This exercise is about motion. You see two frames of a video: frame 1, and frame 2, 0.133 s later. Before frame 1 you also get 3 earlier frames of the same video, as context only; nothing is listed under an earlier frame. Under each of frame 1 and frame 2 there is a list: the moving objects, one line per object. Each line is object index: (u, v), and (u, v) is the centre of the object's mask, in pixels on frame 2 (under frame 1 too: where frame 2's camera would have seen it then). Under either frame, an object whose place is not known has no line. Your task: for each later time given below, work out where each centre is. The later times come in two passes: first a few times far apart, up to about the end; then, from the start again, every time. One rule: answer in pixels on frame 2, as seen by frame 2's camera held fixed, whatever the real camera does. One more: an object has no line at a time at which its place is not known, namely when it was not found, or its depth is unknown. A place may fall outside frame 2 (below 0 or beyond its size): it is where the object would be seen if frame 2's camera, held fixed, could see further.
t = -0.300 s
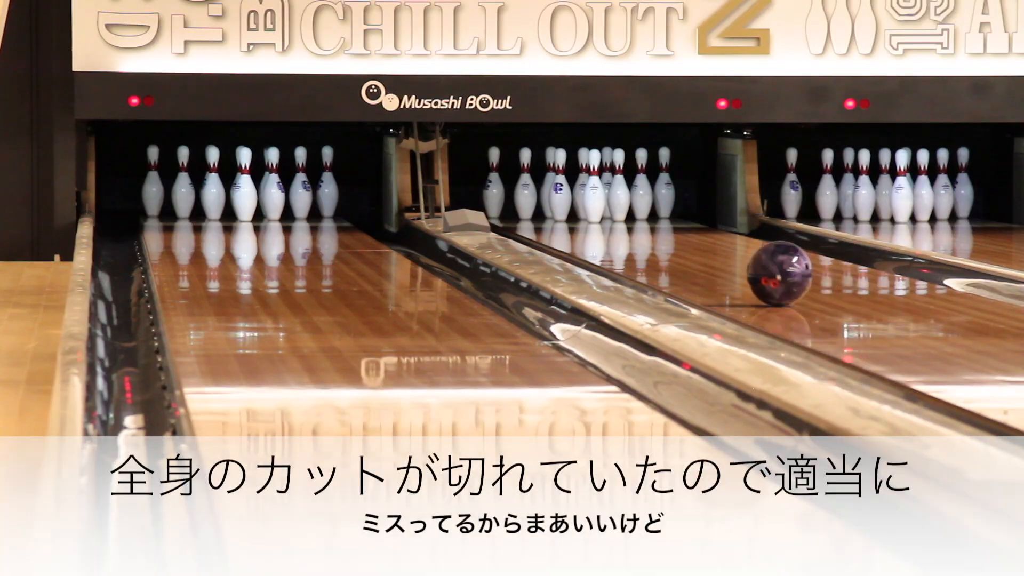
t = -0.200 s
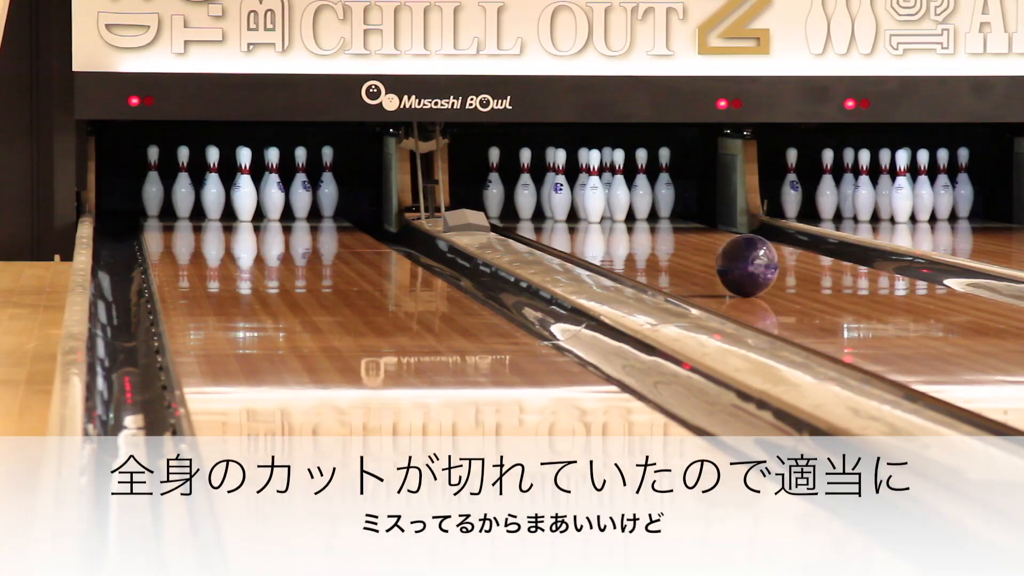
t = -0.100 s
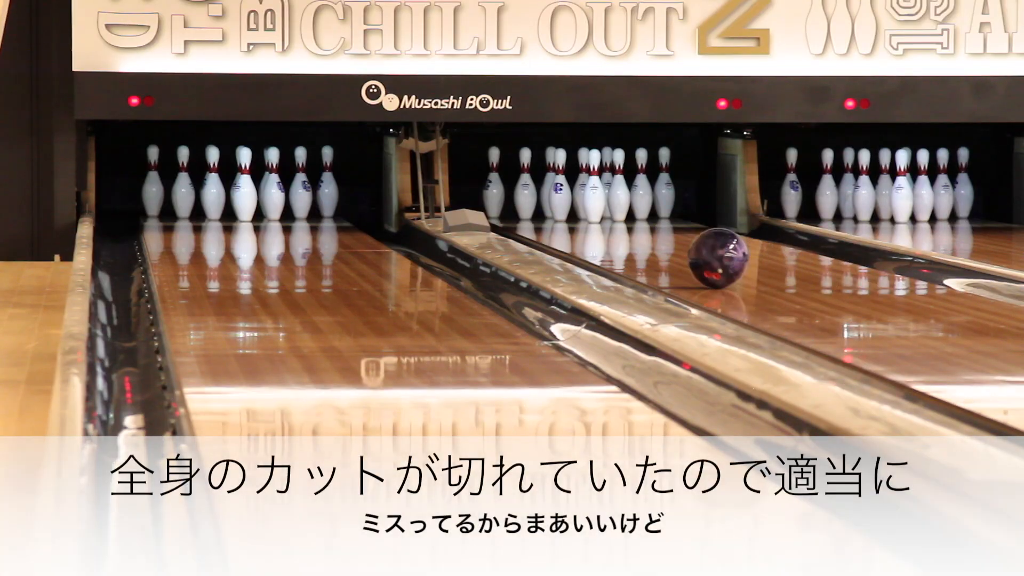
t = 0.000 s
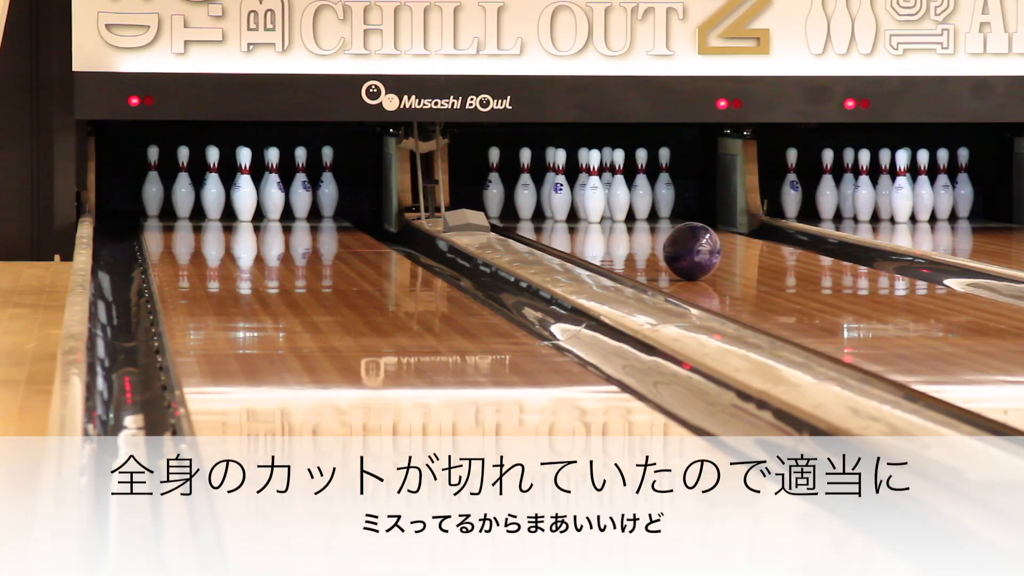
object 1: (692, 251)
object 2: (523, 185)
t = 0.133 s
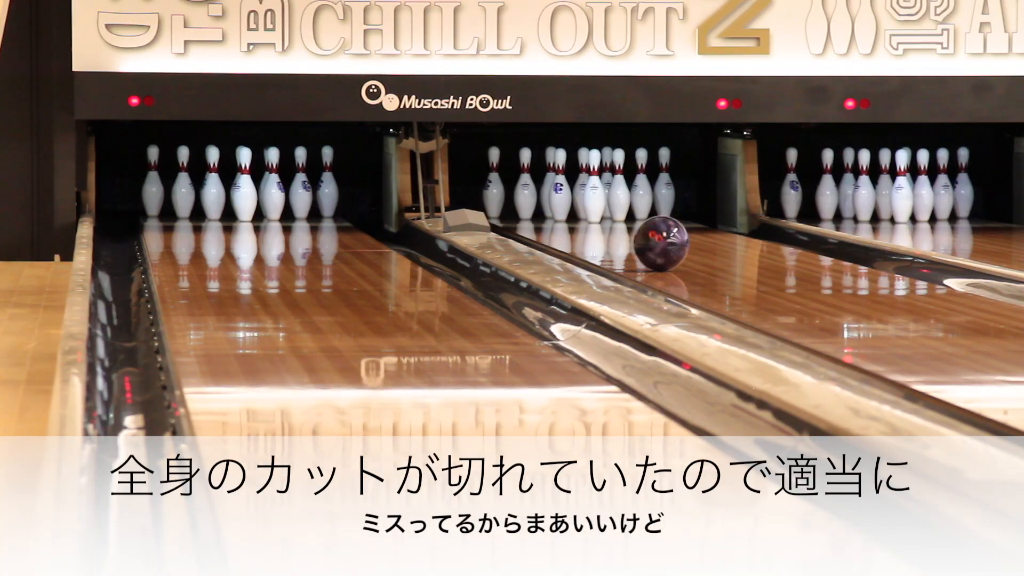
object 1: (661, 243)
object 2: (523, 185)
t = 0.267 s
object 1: (635, 236)
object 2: (523, 185)
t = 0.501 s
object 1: (601, 225)
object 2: (523, 185)
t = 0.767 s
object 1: (581, 215)
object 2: (523, 185)
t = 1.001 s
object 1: (571, 207)
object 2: (523, 185)
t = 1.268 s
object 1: (551, 199)
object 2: (524, 185)
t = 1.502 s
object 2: (475, 195)
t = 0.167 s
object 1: (654, 242)
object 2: (523, 185)
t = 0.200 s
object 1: (648, 240)
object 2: (523, 185)
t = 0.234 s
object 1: (641, 238)
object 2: (523, 185)
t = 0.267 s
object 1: (635, 236)
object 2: (523, 185)
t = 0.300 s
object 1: (629, 234)
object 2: (523, 185)
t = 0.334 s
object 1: (623, 233)
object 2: (523, 185)
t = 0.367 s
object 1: (618, 231)
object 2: (523, 185)
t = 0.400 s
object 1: (613, 229)
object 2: (523, 185)
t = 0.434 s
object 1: (609, 228)
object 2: (523, 185)
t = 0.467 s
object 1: (605, 226)
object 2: (523, 185)
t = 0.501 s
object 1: (601, 225)
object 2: (523, 185)
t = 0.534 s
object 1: (598, 224)
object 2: (523, 185)
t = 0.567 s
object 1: (595, 223)
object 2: (523, 185)
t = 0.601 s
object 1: (592, 221)
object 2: (523, 185)
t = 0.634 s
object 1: (588, 220)
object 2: (523, 185)
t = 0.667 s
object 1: (586, 219)
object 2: (523, 185)
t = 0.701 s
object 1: (584, 217)
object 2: (523, 185)
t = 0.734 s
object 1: (582, 216)
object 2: (523, 185)
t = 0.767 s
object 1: (581, 215)
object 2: (523, 185)
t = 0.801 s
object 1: (580, 214)
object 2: (523, 185)
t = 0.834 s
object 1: (578, 213)
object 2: (523, 185)
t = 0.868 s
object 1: (577, 212)
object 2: (523, 185)
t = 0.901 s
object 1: (575, 210)
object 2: (523, 185)
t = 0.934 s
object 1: (574, 210)
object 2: (523, 185)
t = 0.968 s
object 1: (573, 208)
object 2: (523, 185)
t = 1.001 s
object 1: (571, 207)
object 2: (523, 185)
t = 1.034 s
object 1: (570, 206)
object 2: (523, 185)
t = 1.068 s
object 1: (569, 204)
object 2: (523, 185)
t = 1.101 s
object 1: (568, 203)
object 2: (523, 185)
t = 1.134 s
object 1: (566, 203)
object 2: (523, 185)
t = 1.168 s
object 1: (564, 202)
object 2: (523, 185)
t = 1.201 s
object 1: (559, 201)
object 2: (523, 185)
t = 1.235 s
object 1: (556, 200)
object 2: (523, 184)
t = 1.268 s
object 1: (551, 199)
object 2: (524, 185)
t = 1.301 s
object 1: (551, 198)
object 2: (512, 186)
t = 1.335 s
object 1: (550, 200)
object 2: (496, 186)
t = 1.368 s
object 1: (549, 199)
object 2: (480, 189)
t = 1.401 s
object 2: (473, 193)
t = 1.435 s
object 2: (481, 194)
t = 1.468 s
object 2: (480, 195)
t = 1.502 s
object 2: (475, 195)
